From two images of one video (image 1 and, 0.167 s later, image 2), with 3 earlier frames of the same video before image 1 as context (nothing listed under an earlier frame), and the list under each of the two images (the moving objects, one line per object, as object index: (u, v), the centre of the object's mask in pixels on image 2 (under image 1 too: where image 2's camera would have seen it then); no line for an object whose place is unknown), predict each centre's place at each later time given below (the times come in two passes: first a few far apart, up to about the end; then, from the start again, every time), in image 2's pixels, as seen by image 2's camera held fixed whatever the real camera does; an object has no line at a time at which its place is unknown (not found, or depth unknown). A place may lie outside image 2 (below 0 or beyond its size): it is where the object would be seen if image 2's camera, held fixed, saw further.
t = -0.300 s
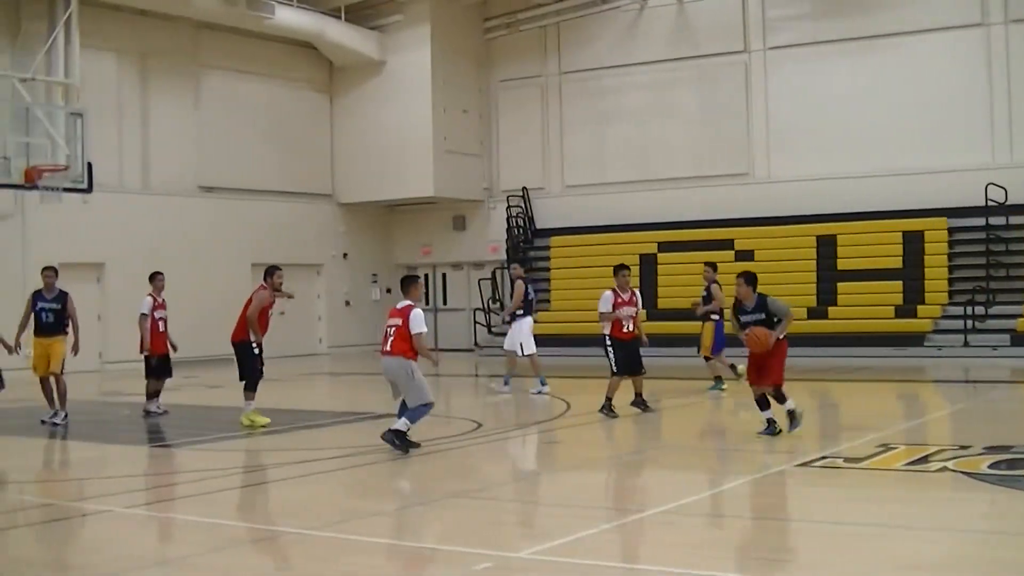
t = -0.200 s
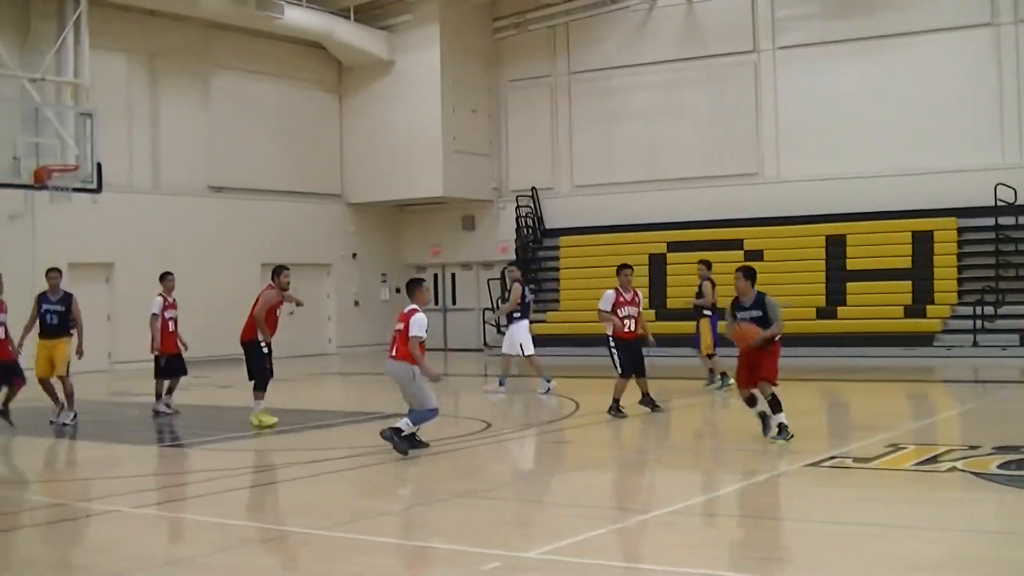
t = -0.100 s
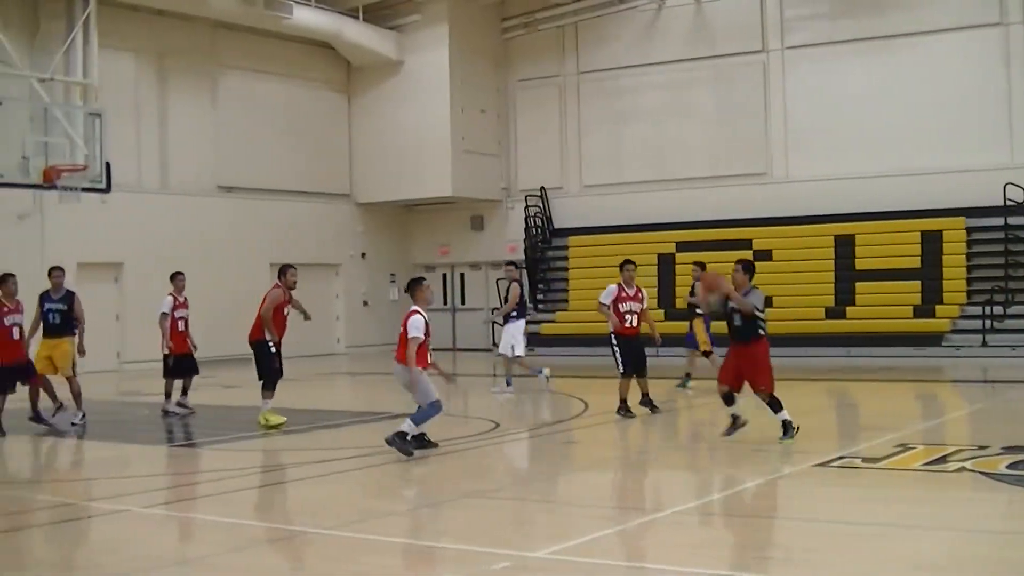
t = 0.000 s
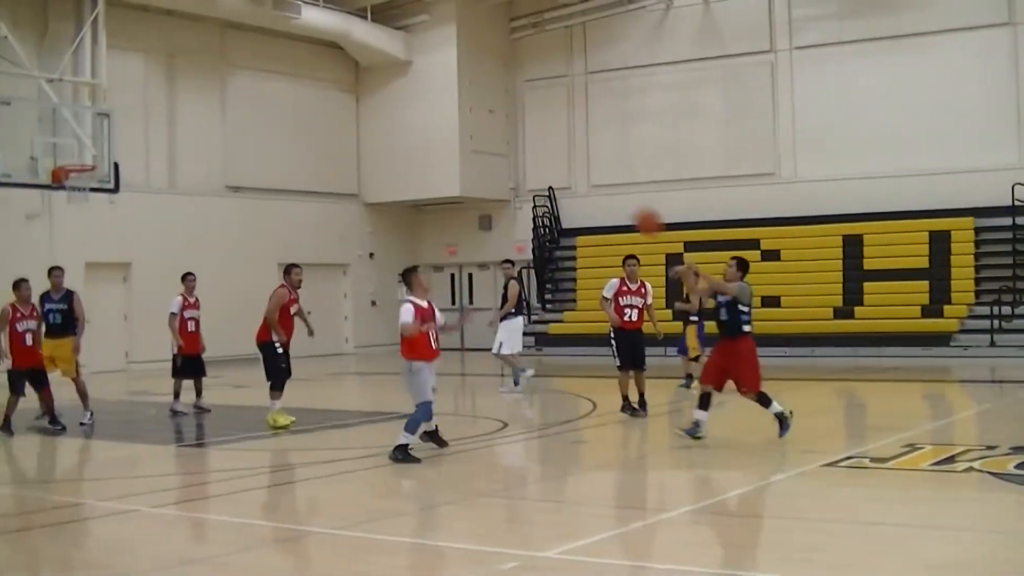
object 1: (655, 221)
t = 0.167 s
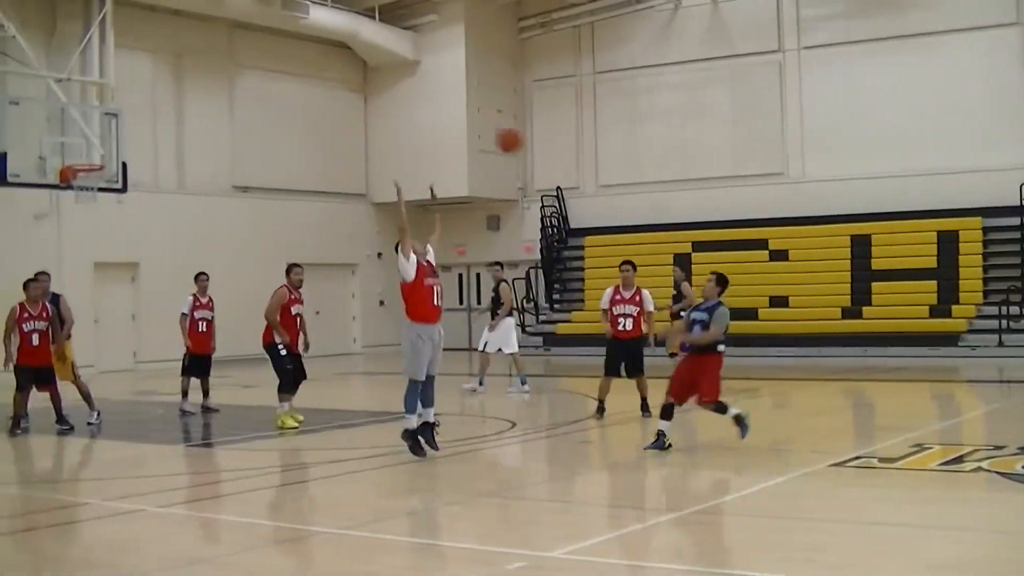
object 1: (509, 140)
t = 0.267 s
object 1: (421, 105)
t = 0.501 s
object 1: (206, 67)
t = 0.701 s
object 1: (18, 85)
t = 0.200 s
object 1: (480, 127)
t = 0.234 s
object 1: (450, 114)
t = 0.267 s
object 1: (421, 105)
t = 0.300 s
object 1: (391, 97)
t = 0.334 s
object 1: (361, 89)
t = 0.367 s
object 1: (329, 81)
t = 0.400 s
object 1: (298, 76)
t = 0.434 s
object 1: (268, 71)
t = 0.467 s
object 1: (237, 69)
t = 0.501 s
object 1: (206, 67)
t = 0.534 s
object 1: (176, 68)
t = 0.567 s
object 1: (144, 68)
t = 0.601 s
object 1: (113, 70)
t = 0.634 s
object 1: (81, 74)
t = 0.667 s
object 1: (49, 80)
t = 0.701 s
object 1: (18, 85)
